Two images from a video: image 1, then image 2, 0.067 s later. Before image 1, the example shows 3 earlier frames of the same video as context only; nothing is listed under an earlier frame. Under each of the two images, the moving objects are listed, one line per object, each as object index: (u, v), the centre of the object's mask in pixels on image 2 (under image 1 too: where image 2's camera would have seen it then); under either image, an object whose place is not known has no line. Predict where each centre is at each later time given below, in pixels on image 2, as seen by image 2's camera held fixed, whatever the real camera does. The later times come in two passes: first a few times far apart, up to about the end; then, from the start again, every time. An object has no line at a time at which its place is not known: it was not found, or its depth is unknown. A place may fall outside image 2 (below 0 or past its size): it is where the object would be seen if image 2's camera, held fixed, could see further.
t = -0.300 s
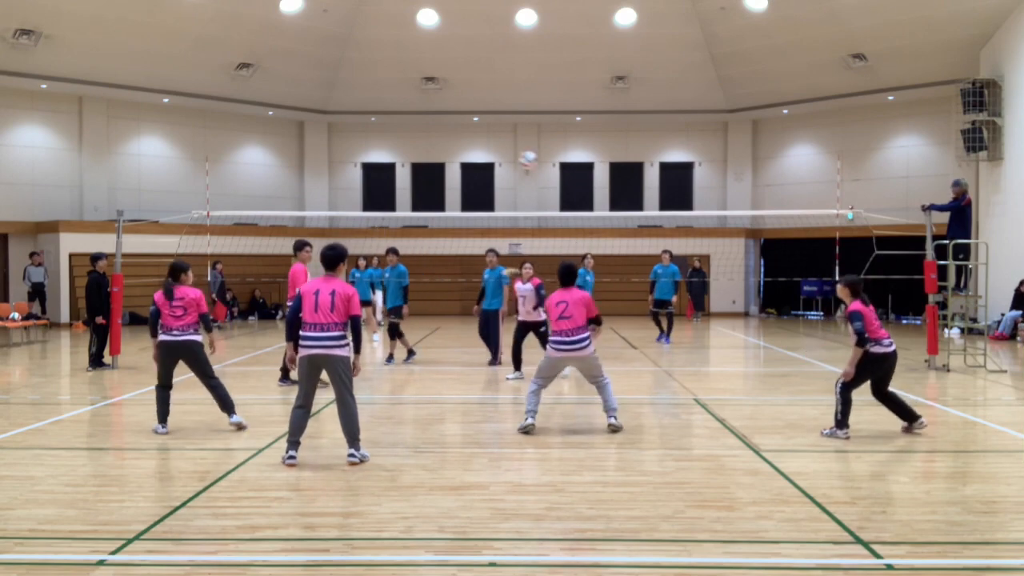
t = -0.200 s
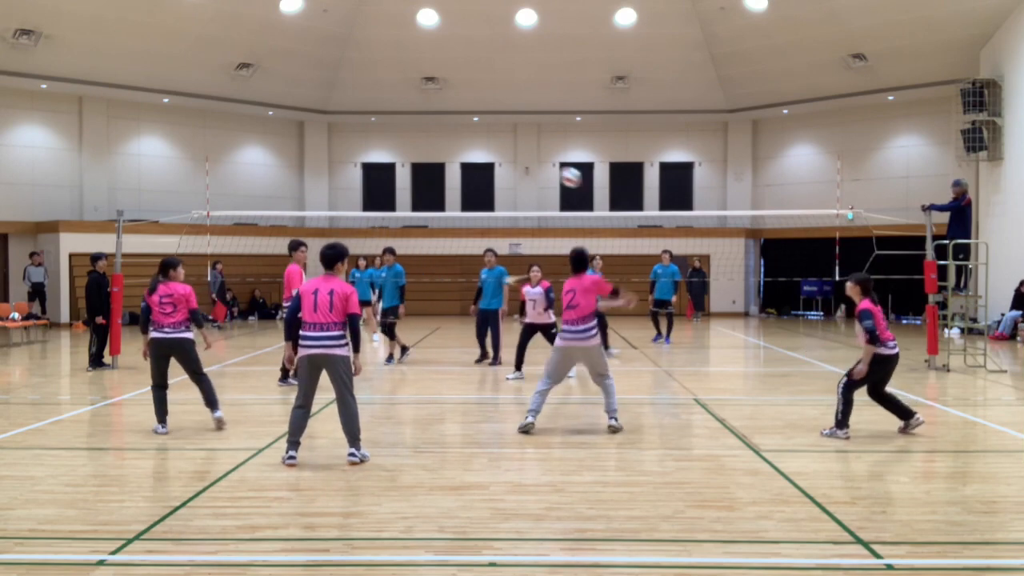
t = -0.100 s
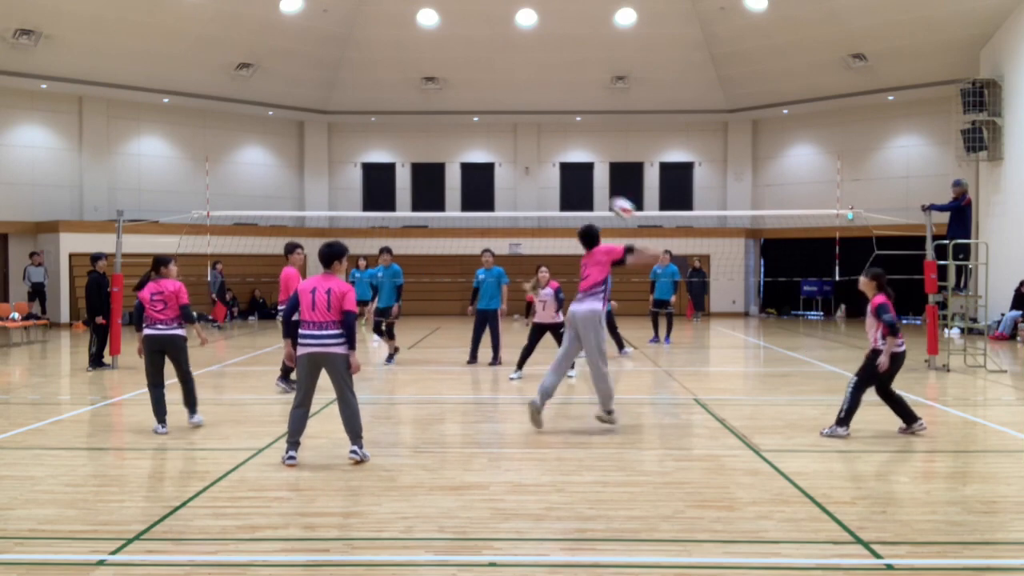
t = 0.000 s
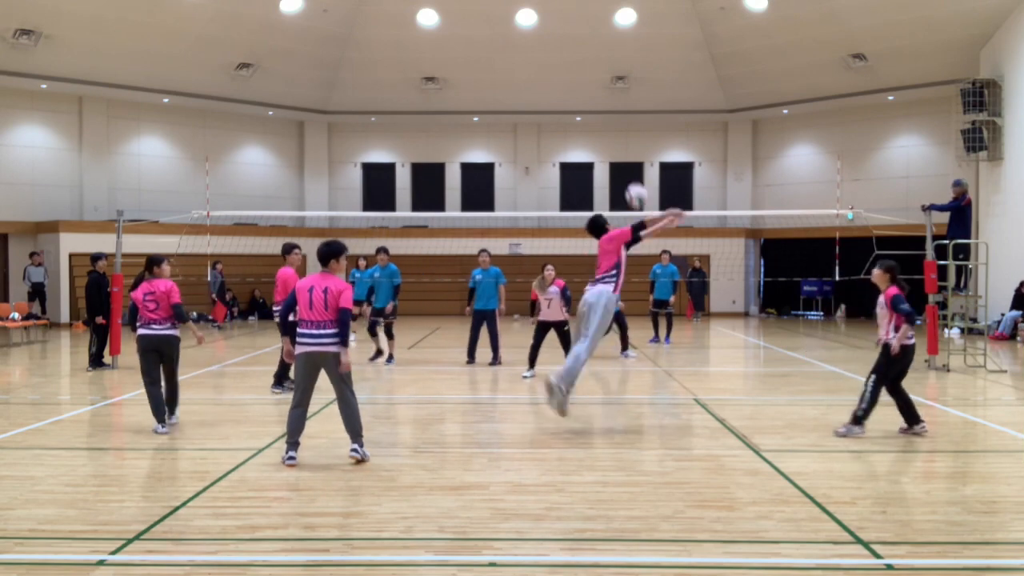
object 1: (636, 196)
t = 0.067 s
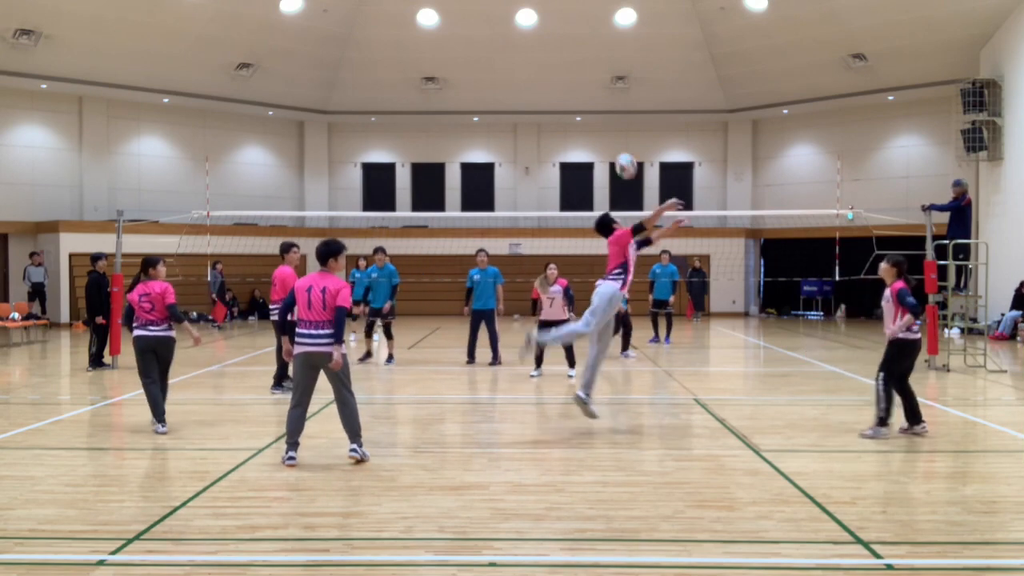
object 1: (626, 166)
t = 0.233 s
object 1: (600, 115)
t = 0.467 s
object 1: (572, 99)
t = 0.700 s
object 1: (550, 129)
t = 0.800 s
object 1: (542, 151)
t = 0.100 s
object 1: (620, 152)
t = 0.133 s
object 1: (615, 141)
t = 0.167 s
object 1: (610, 130)
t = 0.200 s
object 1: (605, 122)
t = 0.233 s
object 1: (600, 115)
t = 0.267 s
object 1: (596, 110)
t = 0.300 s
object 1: (592, 105)
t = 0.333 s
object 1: (587, 102)
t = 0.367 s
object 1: (583, 99)
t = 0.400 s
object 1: (578, 98)
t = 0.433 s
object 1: (575, 99)
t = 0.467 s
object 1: (572, 99)
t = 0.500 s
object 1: (568, 101)
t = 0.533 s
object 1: (565, 104)
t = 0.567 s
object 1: (562, 107)
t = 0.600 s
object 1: (558, 111)
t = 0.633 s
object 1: (555, 116)
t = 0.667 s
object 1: (552, 122)
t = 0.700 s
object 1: (550, 129)
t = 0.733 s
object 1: (547, 135)
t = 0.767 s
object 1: (544, 143)
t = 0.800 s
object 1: (542, 151)
